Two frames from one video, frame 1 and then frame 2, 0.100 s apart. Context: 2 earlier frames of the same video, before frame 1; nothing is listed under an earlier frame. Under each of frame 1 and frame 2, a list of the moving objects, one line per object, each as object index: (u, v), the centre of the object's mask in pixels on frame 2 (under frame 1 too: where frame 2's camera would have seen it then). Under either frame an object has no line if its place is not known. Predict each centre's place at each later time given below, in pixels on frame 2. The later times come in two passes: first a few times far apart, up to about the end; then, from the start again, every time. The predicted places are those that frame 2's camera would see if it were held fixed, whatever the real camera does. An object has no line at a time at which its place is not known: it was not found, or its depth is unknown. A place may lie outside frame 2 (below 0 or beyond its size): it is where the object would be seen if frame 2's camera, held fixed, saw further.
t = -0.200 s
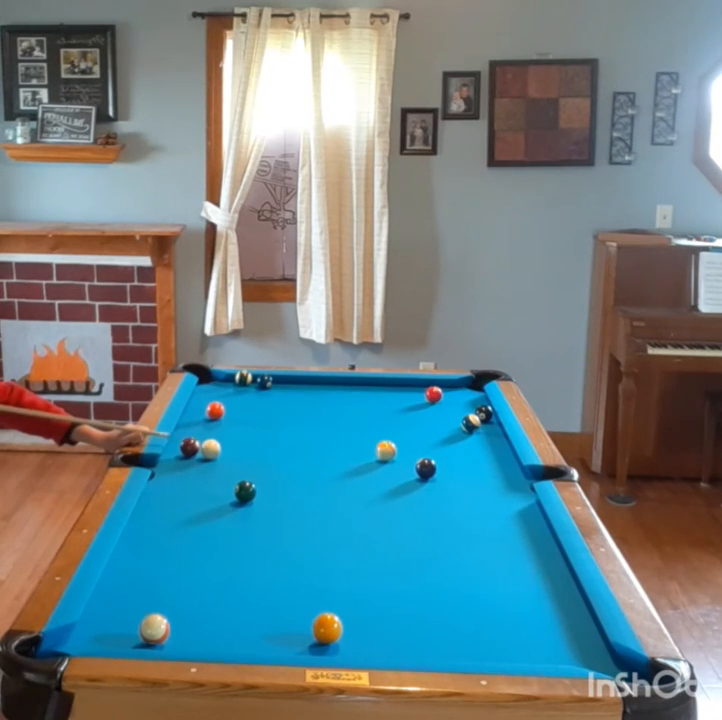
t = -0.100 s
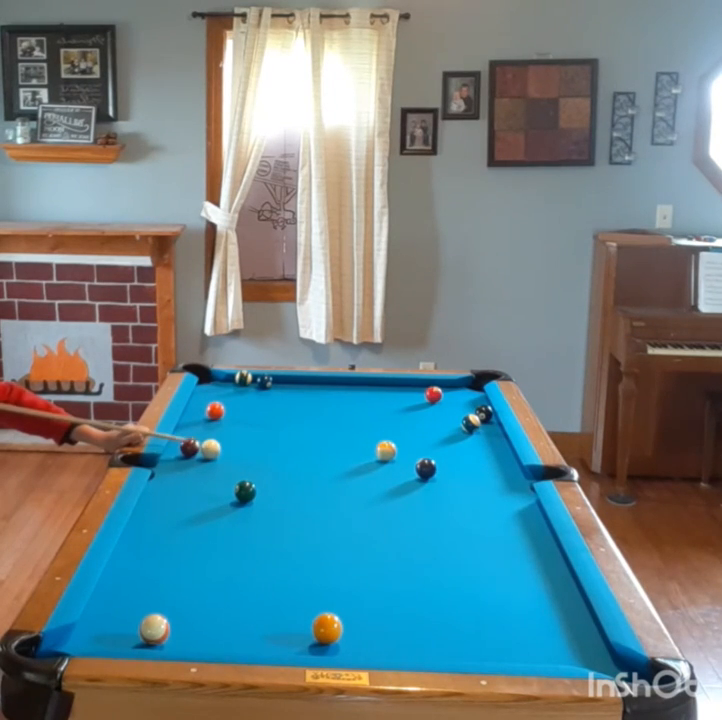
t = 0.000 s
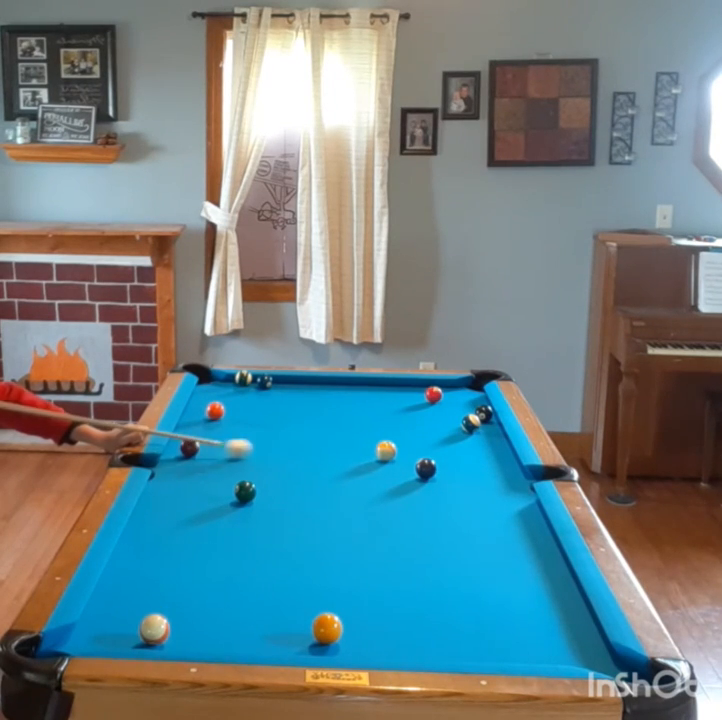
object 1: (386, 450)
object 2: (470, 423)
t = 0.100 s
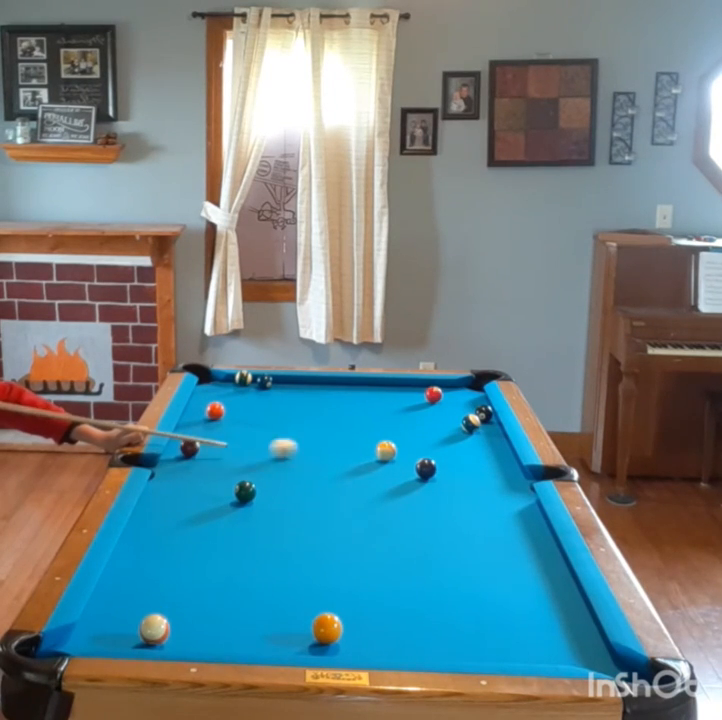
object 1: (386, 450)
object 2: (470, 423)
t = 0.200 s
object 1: (386, 450)
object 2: (470, 423)
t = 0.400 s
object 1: (419, 454)
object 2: (470, 423)
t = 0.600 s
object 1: (469, 463)
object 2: (470, 423)
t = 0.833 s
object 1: (526, 473)
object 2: (470, 423)
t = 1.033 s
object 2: (491, 423)
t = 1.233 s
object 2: (482, 421)
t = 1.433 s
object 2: (469, 420)
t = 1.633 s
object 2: (460, 419)
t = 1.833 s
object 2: (450, 417)
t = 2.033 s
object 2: (442, 416)
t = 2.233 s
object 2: (435, 415)
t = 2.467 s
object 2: (428, 413)
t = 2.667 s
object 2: (422, 412)
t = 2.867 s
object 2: (417, 411)
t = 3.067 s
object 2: (413, 411)
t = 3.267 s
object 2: (410, 411)
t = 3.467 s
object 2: (407, 410)
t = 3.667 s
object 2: (405, 410)
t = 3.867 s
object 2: (404, 409)
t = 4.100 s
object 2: (403, 409)
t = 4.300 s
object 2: (403, 409)
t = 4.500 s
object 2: (404, 409)
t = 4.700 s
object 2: (404, 409)
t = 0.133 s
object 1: (386, 450)
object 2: (470, 423)
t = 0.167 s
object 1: (386, 451)
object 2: (470, 423)
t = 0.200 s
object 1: (386, 450)
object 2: (470, 423)
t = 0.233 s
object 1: (386, 451)
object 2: (470, 423)
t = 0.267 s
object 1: (386, 450)
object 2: (470, 423)
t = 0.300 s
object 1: (390, 451)
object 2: (470, 423)
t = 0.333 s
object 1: (400, 453)
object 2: (470, 423)
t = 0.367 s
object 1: (410, 454)
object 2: (470, 423)
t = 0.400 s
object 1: (419, 454)
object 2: (470, 423)
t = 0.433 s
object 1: (428, 454)
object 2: (470, 423)
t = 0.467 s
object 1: (438, 457)
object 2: (470, 423)
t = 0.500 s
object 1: (445, 459)
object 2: (470, 423)
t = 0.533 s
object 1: (452, 460)
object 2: (470, 423)
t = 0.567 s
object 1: (460, 462)
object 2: (470, 423)
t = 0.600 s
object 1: (469, 463)
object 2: (470, 423)
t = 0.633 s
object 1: (476, 465)
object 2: (470, 423)
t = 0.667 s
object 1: (485, 466)
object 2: (470, 423)
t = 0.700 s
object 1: (493, 467)
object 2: (470, 423)
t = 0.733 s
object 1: (502, 469)
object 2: (470, 423)
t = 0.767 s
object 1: (510, 470)
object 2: (470, 423)
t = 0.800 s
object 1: (518, 472)
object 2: (470, 423)
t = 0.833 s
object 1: (526, 473)
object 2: (470, 423)
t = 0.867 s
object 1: (534, 473)
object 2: (472, 423)
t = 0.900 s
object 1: (541, 475)
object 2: (477, 423)
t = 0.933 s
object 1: (547, 478)
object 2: (481, 423)
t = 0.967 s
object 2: (485, 423)
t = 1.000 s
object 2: (487, 423)
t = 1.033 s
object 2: (491, 423)
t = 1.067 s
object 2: (490, 423)
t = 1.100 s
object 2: (489, 422)
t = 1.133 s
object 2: (487, 422)
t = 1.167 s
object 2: (486, 422)
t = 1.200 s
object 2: (483, 422)
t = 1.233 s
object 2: (482, 421)
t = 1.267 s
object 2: (479, 420)
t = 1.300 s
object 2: (477, 420)
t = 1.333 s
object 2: (475, 420)
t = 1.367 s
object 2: (473, 419)
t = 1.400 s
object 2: (471, 420)
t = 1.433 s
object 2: (469, 420)
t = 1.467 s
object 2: (467, 420)
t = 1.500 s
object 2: (465, 420)
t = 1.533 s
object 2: (464, 419)
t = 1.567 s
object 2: (463, 419)
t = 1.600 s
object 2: (461, 419)
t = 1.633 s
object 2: (460, 419)
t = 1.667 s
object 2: (458, 418)
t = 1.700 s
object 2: (456, 418)
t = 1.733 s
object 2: (454, 418)
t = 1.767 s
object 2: (453, 418)
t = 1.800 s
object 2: (452, 417)
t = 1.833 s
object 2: (450, 417)
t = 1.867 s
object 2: (449, 417)
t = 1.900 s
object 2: (447, 417)
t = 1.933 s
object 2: (446, 417)
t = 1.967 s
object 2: (444, 416)
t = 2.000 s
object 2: (443, 416)
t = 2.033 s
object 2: (442, 416)
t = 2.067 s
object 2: (441, 416)
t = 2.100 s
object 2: (439, 416)
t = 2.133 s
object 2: (438, 416)
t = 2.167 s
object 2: (437, 415)
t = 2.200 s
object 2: (436, 415)
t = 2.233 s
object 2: (435, 415)
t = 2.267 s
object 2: (434, 415)
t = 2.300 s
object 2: (433, 415)
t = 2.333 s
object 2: (432, 415)
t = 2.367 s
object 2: (431, 415)
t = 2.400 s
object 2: (430, 414)
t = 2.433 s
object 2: (429, 414)
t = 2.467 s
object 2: (428, 413)
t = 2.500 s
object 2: (427, 413)
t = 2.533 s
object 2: (426, 413)
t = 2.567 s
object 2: (425, 412)
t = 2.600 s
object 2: (424, 412)
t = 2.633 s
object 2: (423, 412)
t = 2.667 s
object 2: (422, 412)
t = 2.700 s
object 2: (421, 412)
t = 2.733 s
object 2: (420, 412)
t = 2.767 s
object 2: (419, 411)
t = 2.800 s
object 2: (418, 411)
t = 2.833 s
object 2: (417, 412)
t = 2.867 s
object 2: (417, 411)
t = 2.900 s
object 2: (416, 411)
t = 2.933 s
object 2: (415, 411)
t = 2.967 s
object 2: (414, 411)
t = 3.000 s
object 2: (414, 411)
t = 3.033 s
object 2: (413, 411)
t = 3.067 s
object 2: (413, 411)
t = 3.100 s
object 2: (412, 411)
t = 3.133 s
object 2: (412, 411)
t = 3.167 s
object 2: (411, 411)
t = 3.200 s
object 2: (410, 411)
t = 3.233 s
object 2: (410, 411)
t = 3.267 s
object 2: (410, 411)
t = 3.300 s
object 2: (410, 411)
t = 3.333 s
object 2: (409, 411)
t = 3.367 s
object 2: (409, 411)
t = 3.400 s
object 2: (408, 410)
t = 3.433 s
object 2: (408, 410)
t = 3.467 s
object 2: (407, 410)
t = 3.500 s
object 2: (407, 410)
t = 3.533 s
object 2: (406, 410)
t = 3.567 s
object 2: (406, 410)
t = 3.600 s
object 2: (406, 410)
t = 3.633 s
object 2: (405, 410)
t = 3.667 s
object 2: (405, 410)
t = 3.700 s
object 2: (405, 410)
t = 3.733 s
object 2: (404, 409)
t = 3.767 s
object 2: (404, 409)
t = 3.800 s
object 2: (404, 409)
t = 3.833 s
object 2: (404, 409)
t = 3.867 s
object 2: (404, 409)
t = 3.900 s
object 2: (404, 409)
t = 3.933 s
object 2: (404, 409)
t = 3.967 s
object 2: (404, 409)
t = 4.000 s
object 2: (404, 409)
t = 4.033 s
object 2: (403, 409)
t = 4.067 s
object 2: (404, 409)
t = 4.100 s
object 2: (403, 409)
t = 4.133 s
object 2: (404, 409)
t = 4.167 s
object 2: (403, 409)
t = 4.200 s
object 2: (404, 409)
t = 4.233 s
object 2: (403, 409)
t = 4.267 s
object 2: (404, 409)
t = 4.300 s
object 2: (403, 409)
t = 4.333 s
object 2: (404, 409)
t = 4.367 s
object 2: (403, 409)
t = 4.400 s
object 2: (404, 409)
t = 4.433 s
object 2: (403, 409)
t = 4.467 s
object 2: (404, 409)
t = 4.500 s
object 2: (404, 409)
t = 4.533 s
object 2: (404, 409)
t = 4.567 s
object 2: (403, 409)
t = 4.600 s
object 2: (403, 409)
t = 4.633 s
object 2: (403, 409)
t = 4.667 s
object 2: (404, 409)
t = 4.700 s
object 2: (404, 409)
